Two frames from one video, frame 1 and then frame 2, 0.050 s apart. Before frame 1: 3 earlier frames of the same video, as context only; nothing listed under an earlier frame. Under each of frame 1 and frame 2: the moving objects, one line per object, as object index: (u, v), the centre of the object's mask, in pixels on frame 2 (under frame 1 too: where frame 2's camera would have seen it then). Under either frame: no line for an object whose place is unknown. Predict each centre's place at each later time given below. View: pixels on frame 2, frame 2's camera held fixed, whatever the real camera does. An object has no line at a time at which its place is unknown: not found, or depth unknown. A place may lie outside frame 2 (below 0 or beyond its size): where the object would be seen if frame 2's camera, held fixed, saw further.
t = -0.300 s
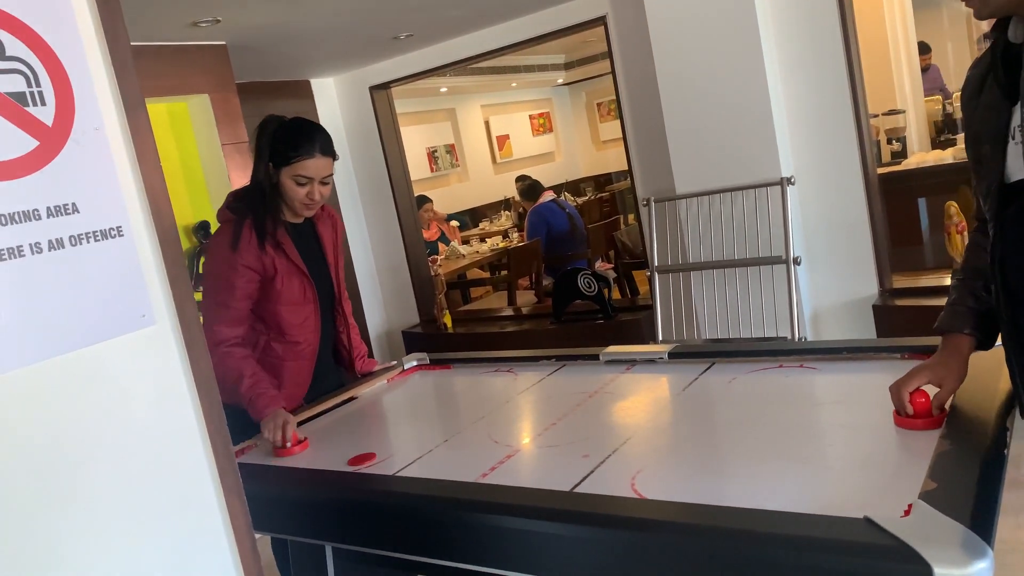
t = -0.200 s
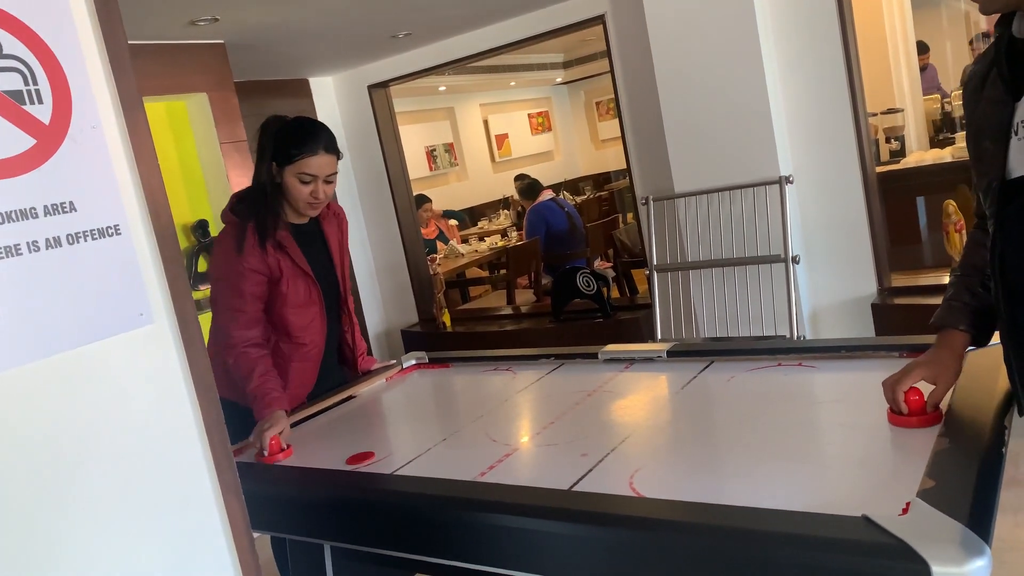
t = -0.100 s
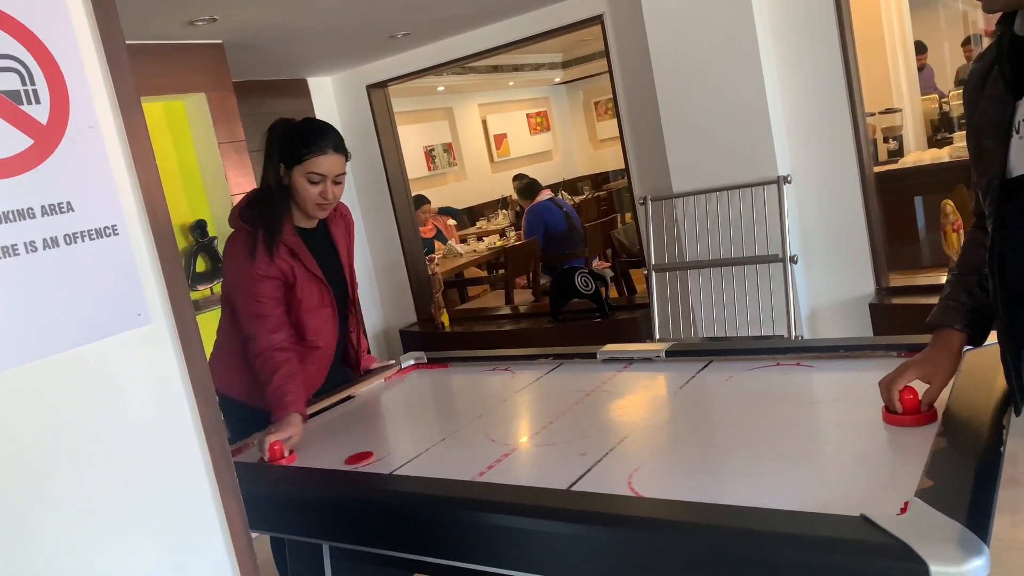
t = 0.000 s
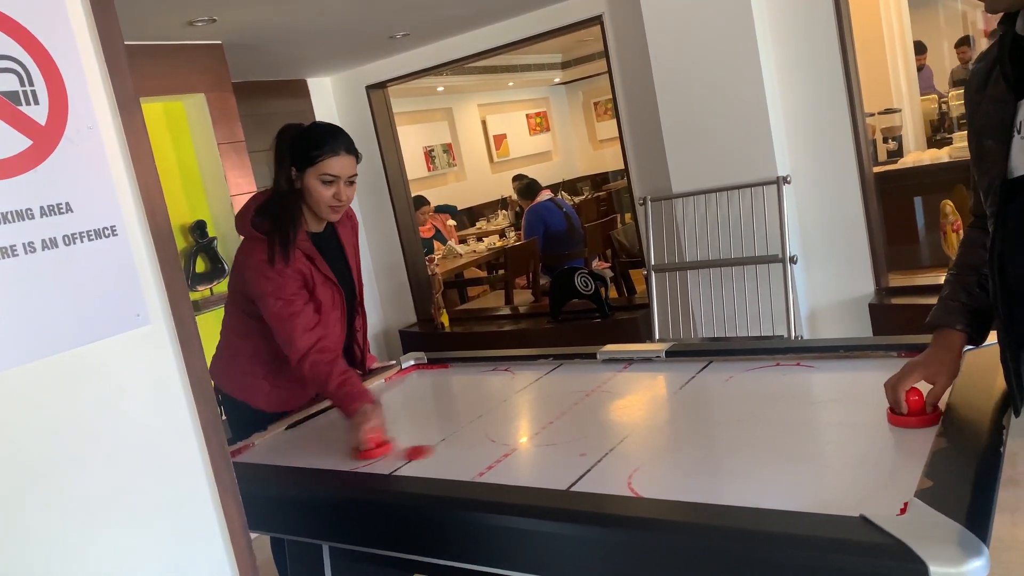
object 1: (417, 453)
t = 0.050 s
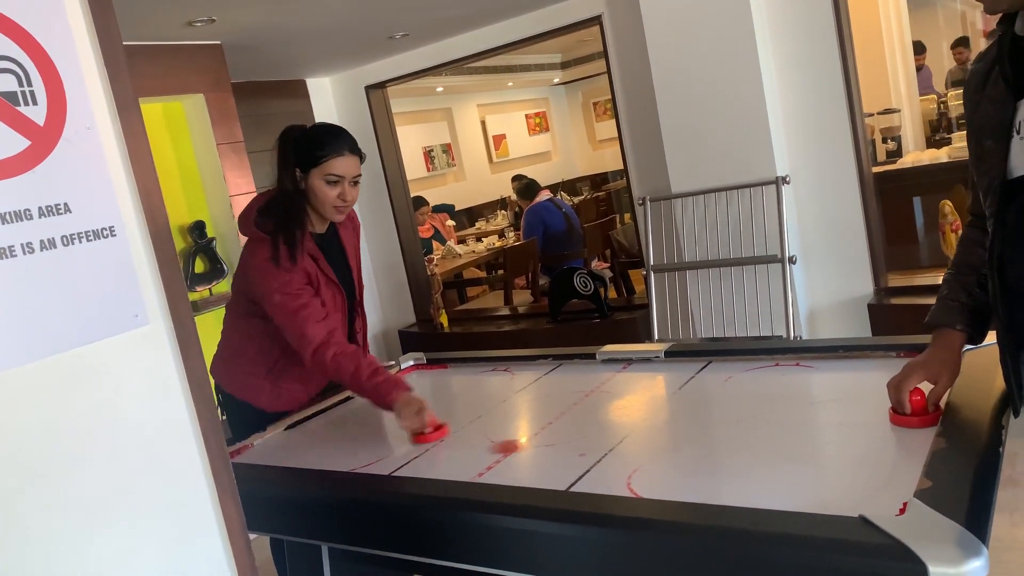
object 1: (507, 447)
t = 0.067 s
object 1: (543, 444)
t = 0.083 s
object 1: (575, 442)
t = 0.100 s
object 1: (608, 439)
